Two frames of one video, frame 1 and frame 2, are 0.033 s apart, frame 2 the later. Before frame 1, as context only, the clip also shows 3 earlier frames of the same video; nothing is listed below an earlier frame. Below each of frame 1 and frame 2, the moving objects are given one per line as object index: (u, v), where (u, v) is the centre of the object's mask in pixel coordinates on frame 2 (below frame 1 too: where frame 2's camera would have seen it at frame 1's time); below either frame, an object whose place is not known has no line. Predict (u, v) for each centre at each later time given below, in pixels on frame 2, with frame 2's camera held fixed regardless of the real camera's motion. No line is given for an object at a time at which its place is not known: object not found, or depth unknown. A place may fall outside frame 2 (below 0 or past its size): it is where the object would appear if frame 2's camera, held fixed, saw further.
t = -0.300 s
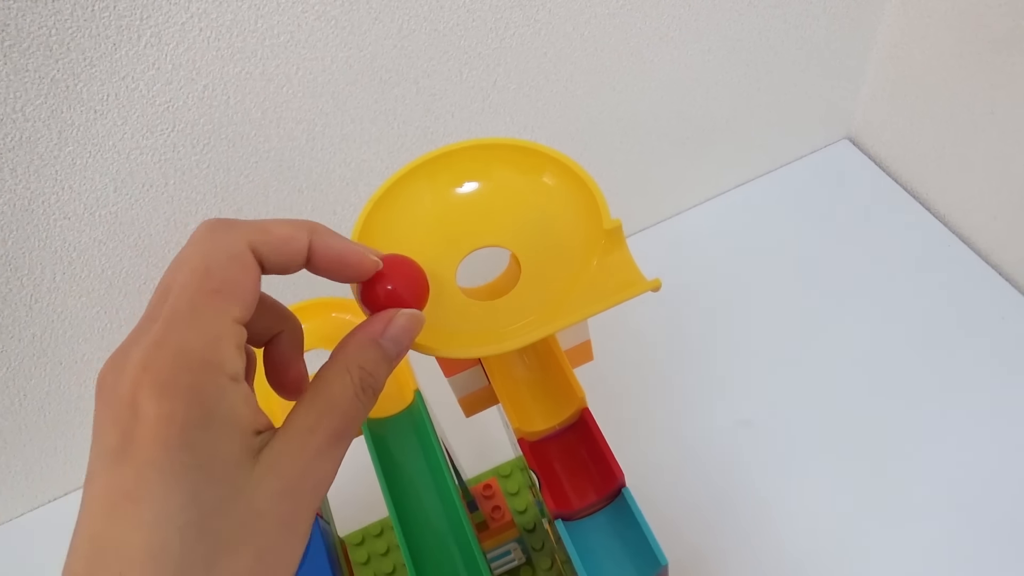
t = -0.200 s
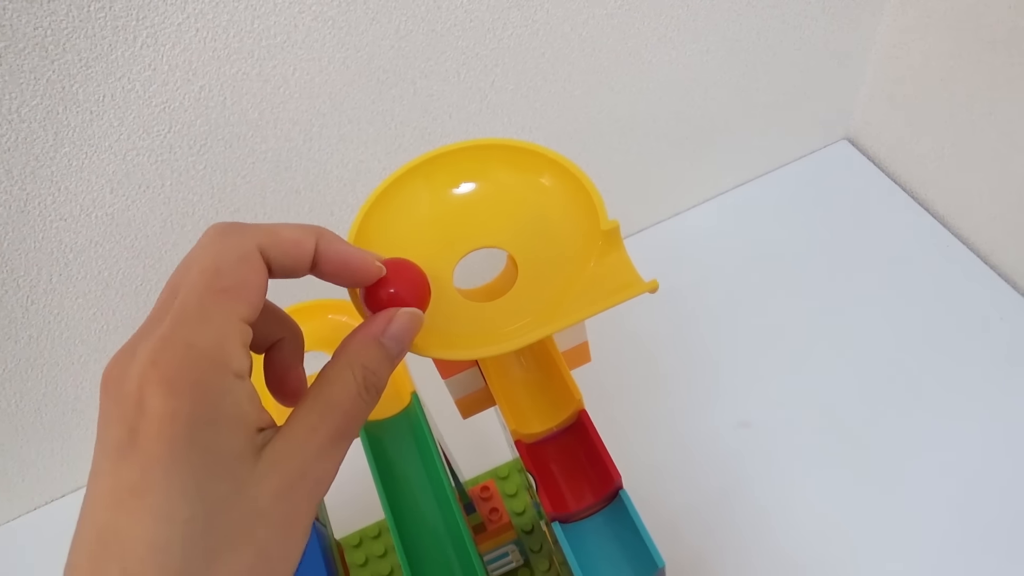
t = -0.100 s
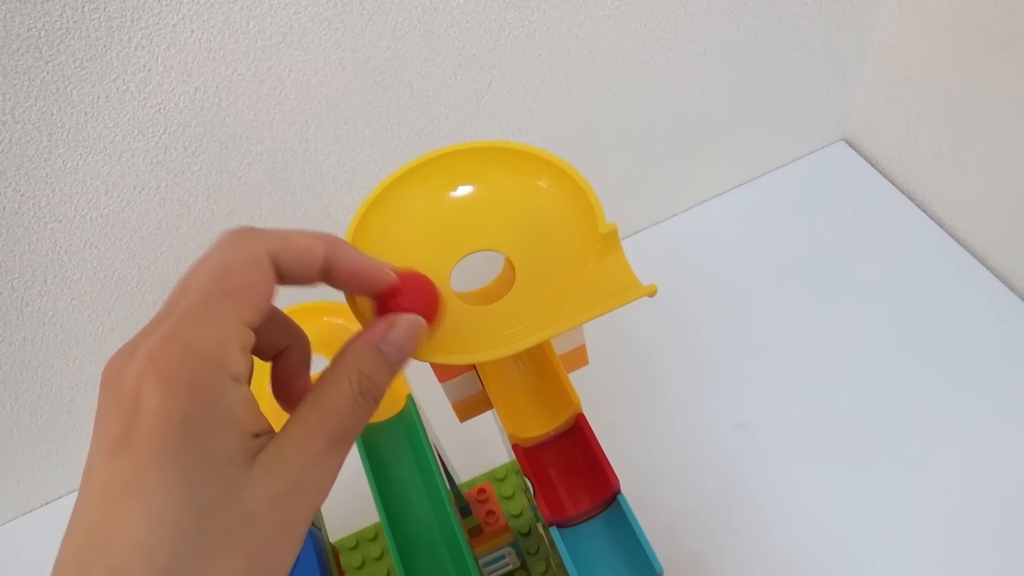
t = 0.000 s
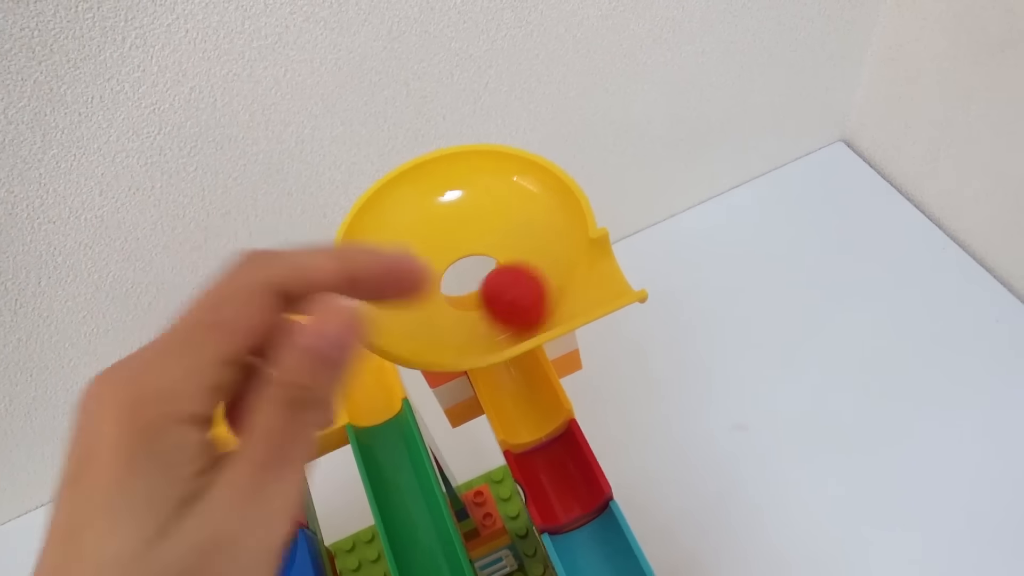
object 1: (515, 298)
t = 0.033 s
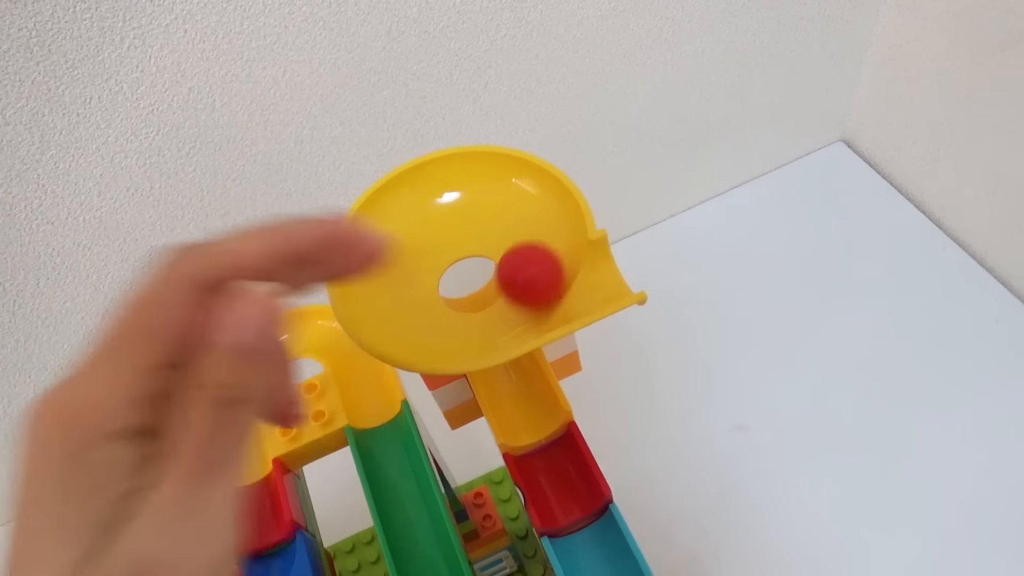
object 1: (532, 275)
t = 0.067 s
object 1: (536, 255)
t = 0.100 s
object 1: (532, 239)
